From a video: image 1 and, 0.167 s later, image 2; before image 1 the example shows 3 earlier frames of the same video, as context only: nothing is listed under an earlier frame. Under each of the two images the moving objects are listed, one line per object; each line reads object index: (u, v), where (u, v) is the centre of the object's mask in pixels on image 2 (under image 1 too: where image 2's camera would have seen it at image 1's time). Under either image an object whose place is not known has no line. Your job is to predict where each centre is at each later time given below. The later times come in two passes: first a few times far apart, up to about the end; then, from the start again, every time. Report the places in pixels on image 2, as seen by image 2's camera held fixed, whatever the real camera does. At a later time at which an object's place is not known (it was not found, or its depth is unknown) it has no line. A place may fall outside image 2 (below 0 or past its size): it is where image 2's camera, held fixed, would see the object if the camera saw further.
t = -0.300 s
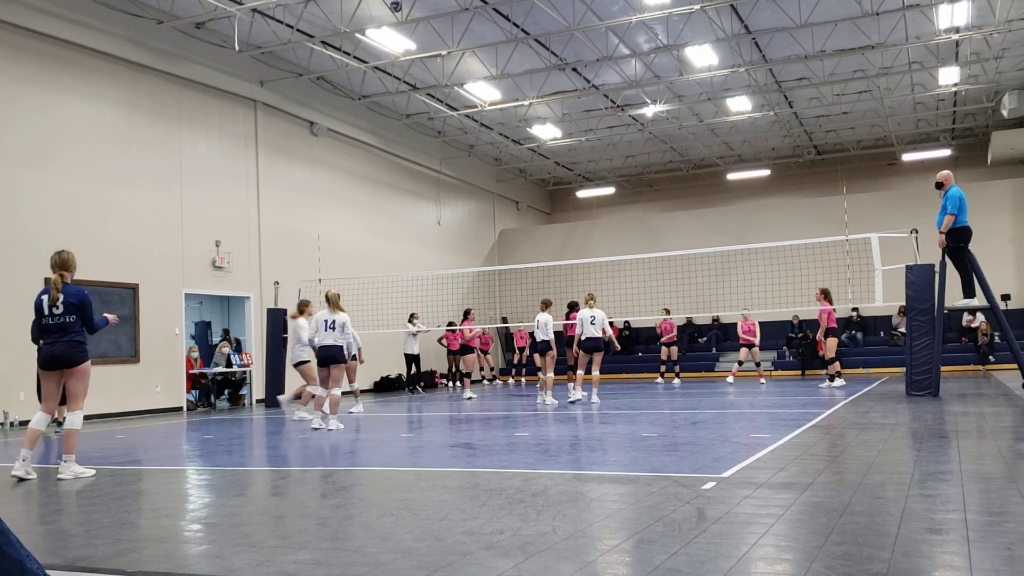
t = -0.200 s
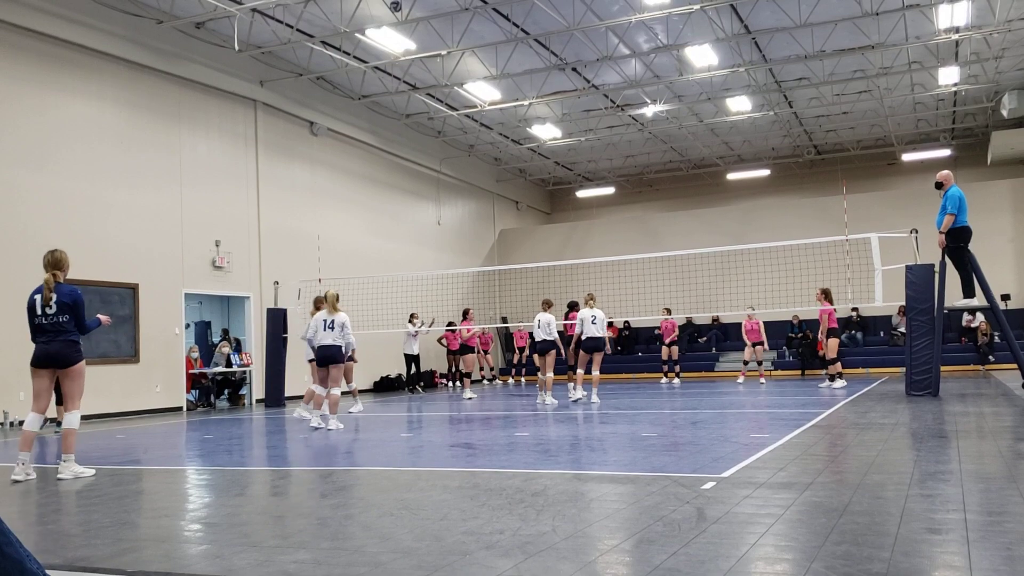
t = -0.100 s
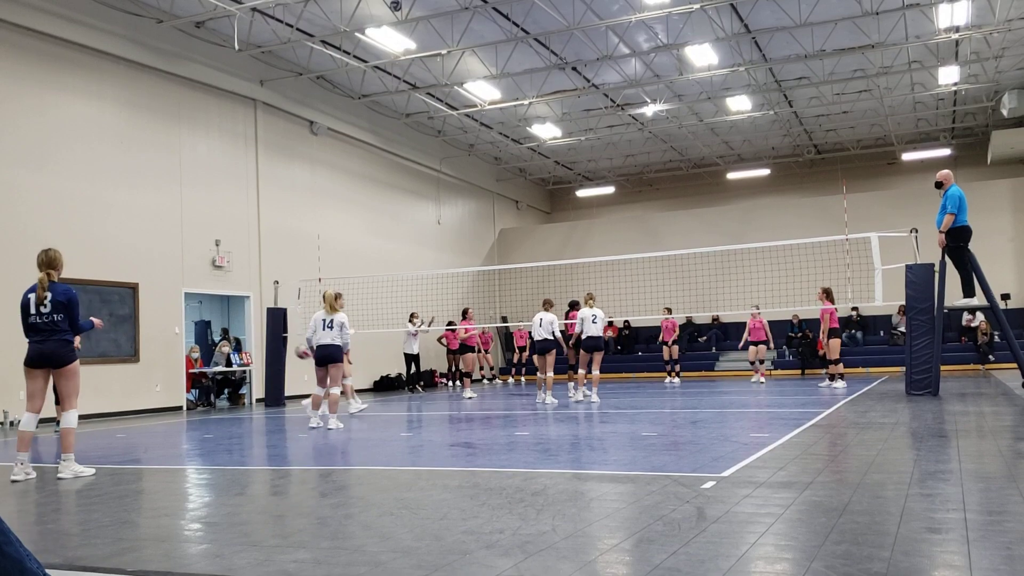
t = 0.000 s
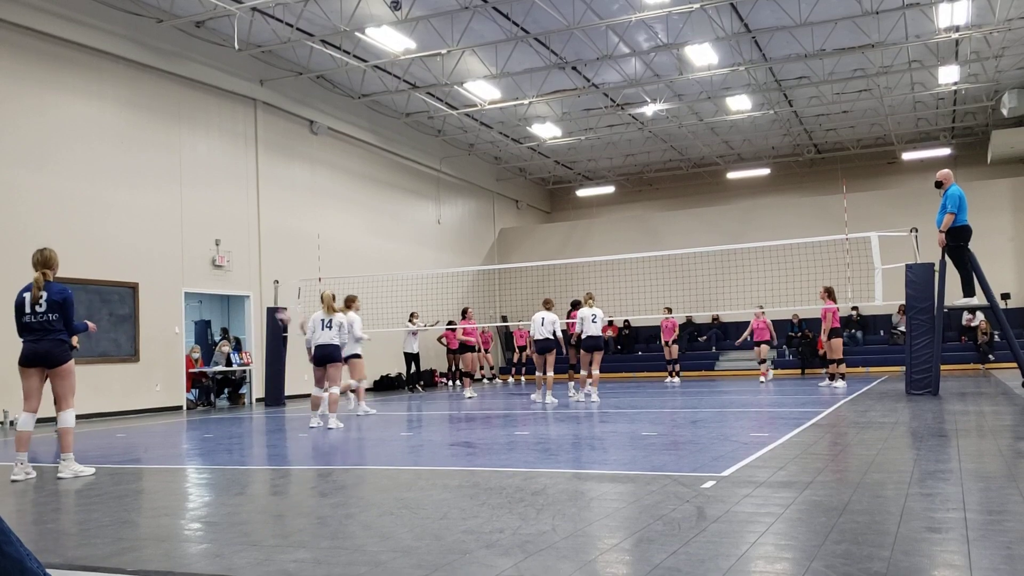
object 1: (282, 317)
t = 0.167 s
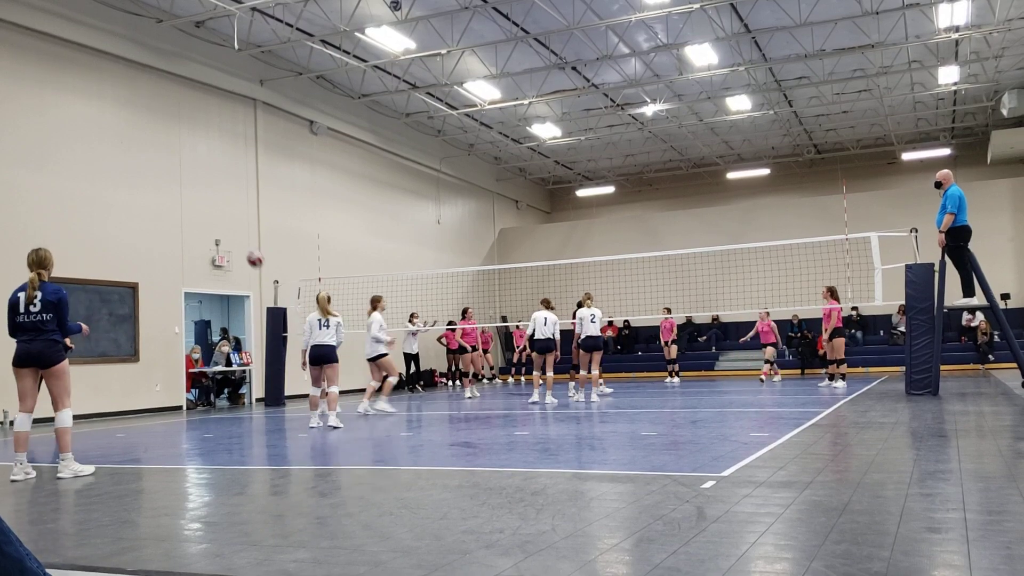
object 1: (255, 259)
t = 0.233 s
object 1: (242, 240)
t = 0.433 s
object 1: (201, 194)
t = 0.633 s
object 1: (151, 179)
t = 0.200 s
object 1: (249, 249)
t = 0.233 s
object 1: (242, 240)
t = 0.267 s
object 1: (236, 230)
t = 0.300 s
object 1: (229, 221)
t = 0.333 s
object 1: (222, 213)
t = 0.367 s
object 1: (215, 206)
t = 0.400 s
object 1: (208, 199)
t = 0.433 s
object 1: (201, 194)
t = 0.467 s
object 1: (193, 189)
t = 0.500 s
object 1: (185, 185)
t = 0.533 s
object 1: (176, 183)
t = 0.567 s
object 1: (169, 180)
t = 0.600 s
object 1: (160, 179)
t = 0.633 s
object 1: (151, 179)
